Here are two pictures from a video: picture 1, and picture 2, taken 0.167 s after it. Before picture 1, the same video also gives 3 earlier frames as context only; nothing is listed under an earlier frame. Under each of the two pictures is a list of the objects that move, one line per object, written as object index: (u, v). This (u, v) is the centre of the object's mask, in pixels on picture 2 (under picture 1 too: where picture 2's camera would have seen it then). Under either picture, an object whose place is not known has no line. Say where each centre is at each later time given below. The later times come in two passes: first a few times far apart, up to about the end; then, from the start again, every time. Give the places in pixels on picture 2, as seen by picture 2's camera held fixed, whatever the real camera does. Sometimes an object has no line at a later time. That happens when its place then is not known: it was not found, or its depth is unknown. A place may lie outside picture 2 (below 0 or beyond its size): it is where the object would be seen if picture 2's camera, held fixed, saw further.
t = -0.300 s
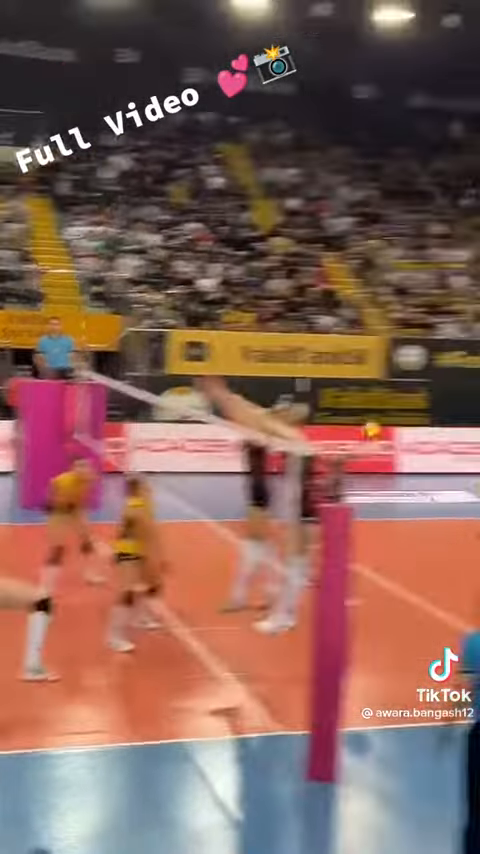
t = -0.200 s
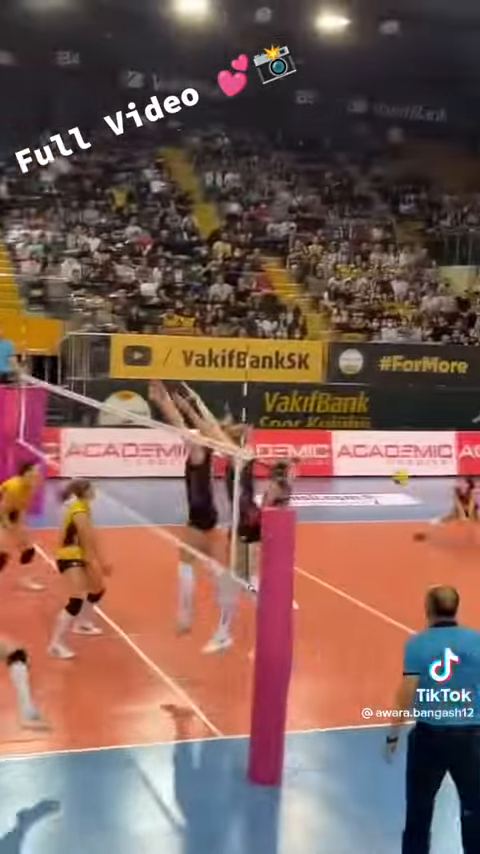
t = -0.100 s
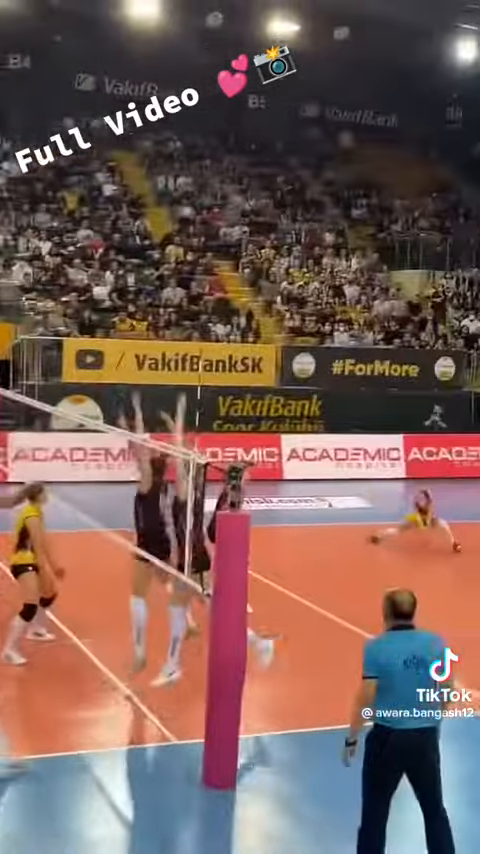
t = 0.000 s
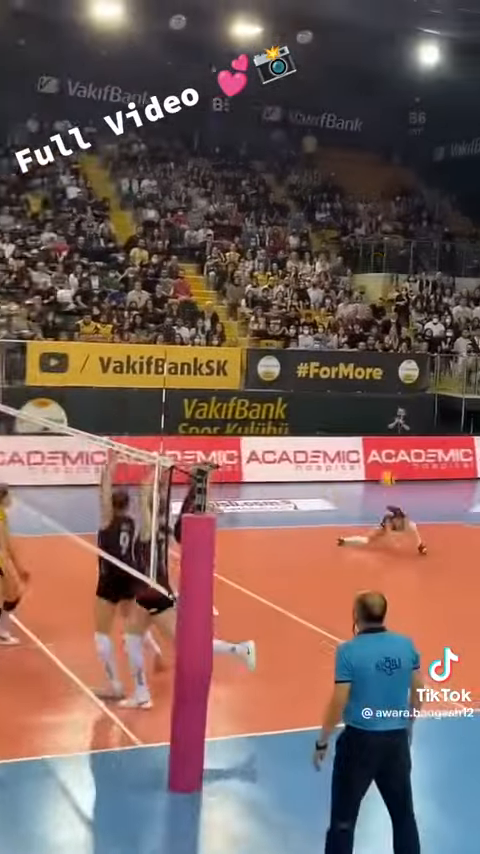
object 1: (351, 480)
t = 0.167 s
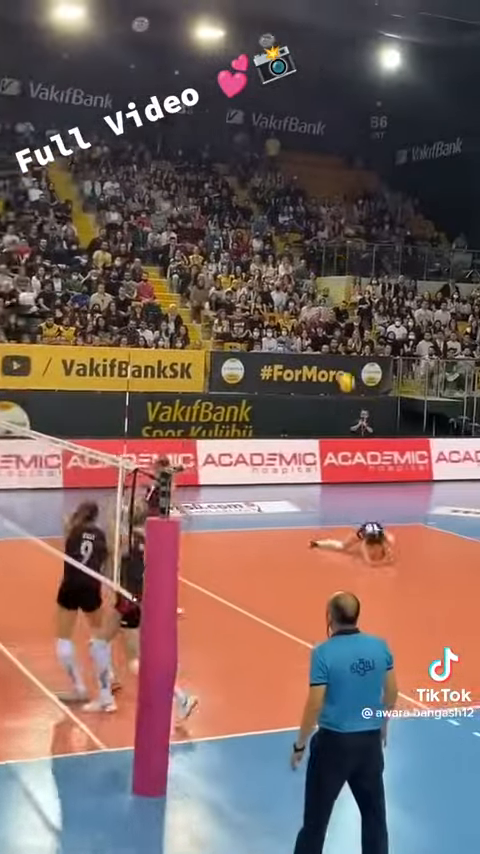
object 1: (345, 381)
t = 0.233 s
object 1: (345, 345)
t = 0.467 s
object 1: (338, 237)
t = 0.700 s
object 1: (330, 160)
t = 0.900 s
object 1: (321, 125)
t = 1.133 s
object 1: (308, 129)
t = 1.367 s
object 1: (292, 182)
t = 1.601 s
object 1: (270, 293)
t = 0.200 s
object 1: (346, 364)
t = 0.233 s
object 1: (345, 345)
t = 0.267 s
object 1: (343, 329)
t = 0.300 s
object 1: (343, 311)
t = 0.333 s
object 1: (343, 295)
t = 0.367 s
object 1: (342, 279)
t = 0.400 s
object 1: (340, 265)
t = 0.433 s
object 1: (339, 251)
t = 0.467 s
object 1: (338, 237)
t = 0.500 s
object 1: (337, 224)
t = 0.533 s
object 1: (336, 212)
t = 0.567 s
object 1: (335, 199)
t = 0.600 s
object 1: (334, 189)
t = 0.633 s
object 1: (333, 178)
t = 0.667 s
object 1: (331, 169)
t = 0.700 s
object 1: (330, 160)
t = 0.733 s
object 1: (329, 152)
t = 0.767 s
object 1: (327, 145)
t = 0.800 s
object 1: (326, 139)
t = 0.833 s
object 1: (324, 133)
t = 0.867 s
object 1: (323, 129)
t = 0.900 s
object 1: (321, 125)
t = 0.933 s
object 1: (319, 123)
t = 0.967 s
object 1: (318, 122)
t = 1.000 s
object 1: (316, 121)
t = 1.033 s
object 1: (314, 121)
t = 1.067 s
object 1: (312, 123)
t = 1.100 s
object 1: (310, 125)
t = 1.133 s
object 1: (308, 129)
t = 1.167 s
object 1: (306, 133)
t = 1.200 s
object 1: (304, 138)
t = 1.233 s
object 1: (301, 145)
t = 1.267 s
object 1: (299, 152)
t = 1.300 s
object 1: (297, 162)
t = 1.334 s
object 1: (294, 172)
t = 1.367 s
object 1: (292, 182)
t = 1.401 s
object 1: (289, 195)
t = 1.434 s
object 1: (286, 208)
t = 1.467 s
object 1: (283, 223)
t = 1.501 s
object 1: (280, 239)
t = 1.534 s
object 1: (277, 255)
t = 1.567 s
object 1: (275, 273)
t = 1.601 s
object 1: (270, 293)
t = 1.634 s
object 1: (267, 313)
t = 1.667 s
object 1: (263, 335)
